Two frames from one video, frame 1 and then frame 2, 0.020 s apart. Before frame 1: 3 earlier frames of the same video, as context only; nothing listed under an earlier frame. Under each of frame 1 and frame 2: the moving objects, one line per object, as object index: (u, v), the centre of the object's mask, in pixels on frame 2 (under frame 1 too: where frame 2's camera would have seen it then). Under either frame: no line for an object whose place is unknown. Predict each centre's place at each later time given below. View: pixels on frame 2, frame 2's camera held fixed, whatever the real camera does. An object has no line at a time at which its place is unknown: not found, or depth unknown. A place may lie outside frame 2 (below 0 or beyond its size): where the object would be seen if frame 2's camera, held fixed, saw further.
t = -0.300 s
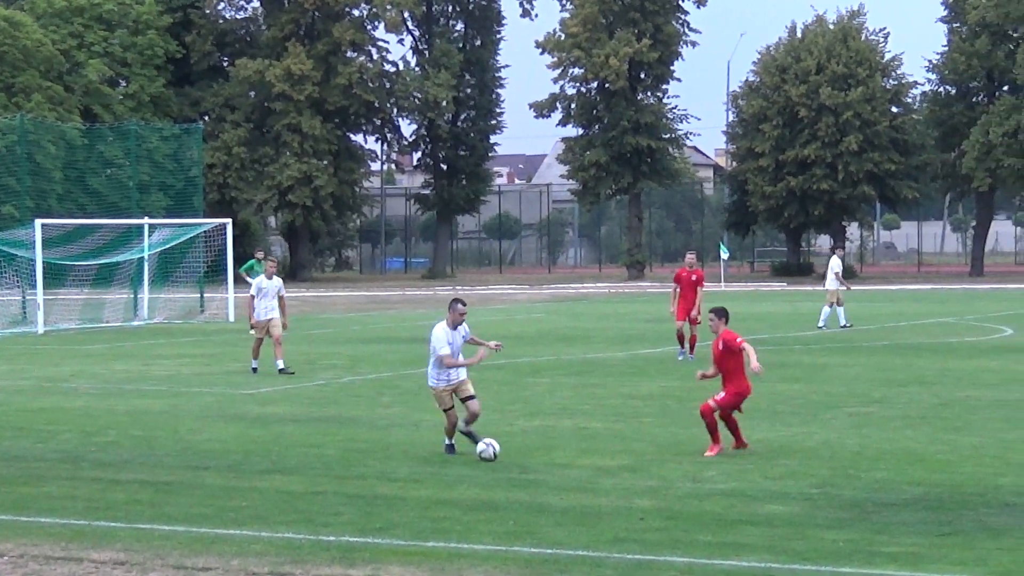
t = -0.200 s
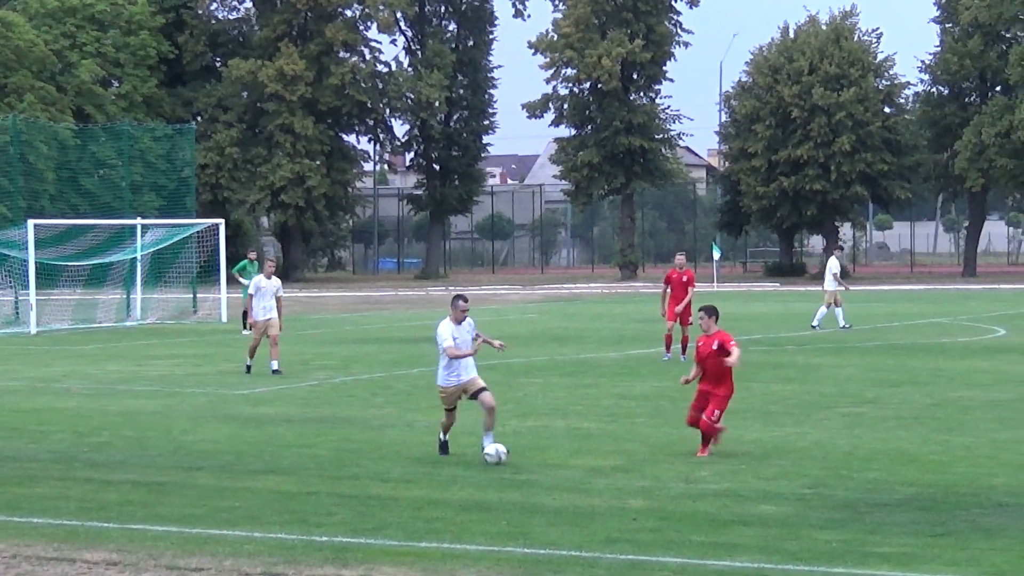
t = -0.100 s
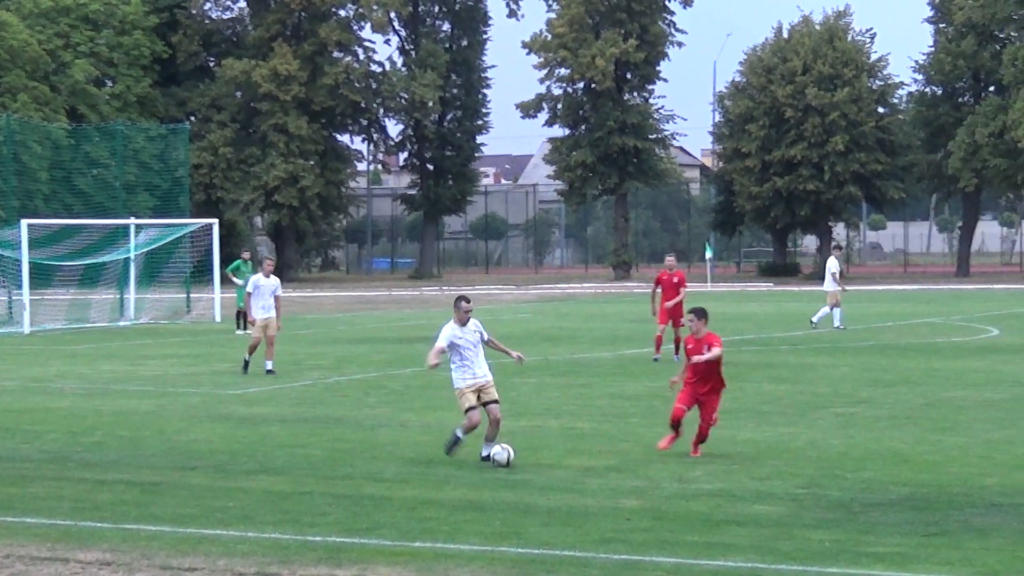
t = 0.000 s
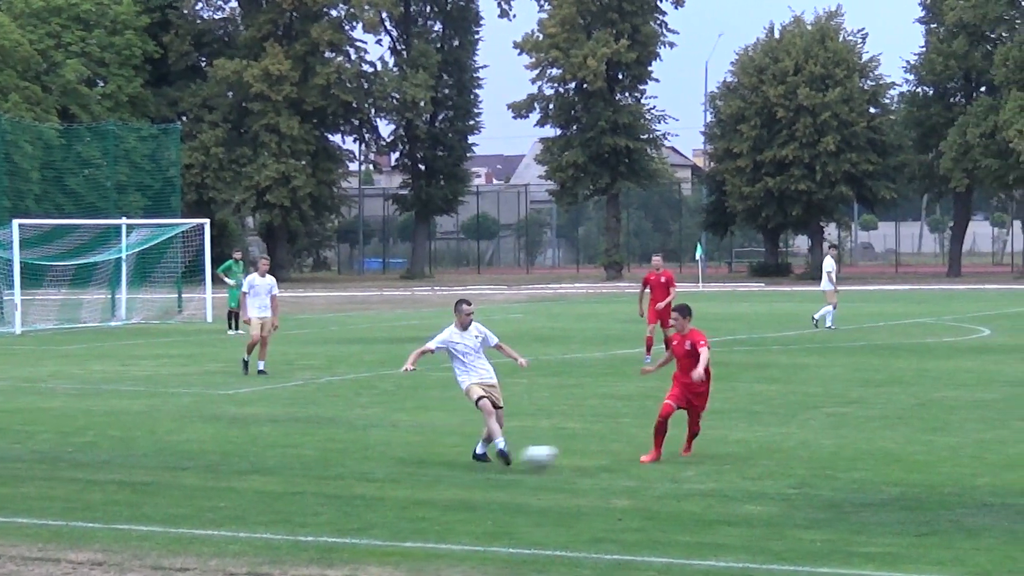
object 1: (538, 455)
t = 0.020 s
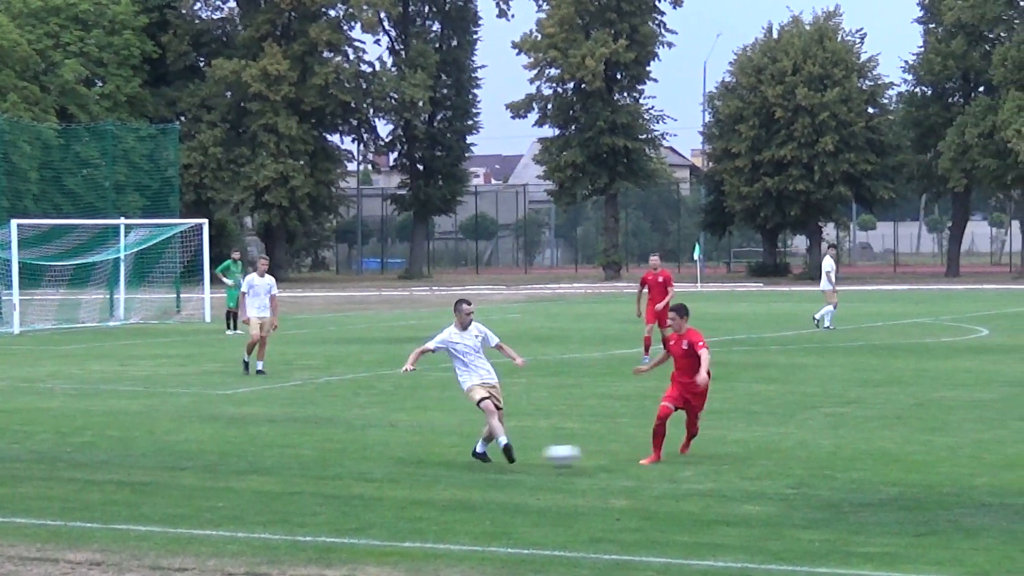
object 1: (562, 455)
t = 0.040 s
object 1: (586, 455)
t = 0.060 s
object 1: (612, 455)
